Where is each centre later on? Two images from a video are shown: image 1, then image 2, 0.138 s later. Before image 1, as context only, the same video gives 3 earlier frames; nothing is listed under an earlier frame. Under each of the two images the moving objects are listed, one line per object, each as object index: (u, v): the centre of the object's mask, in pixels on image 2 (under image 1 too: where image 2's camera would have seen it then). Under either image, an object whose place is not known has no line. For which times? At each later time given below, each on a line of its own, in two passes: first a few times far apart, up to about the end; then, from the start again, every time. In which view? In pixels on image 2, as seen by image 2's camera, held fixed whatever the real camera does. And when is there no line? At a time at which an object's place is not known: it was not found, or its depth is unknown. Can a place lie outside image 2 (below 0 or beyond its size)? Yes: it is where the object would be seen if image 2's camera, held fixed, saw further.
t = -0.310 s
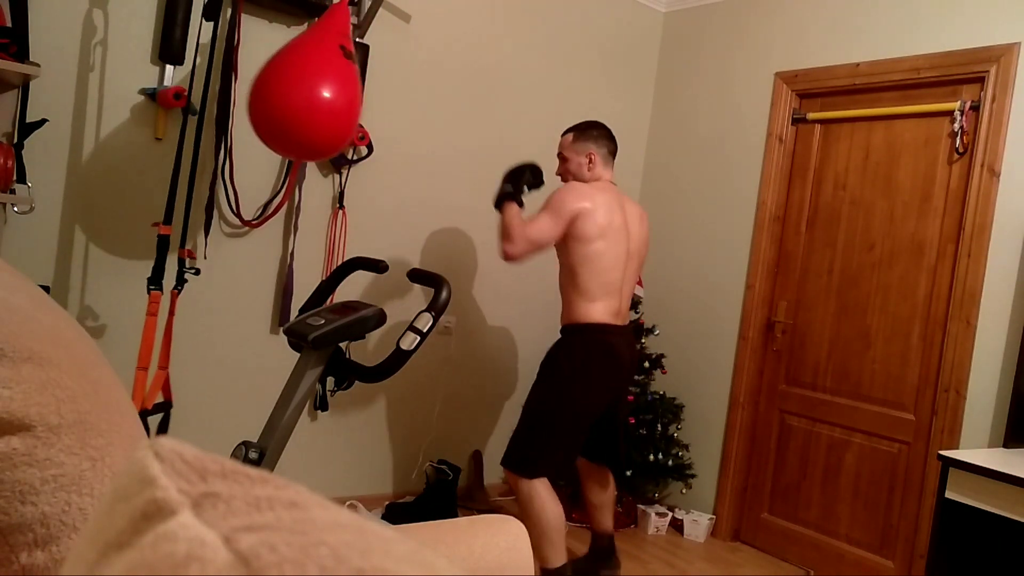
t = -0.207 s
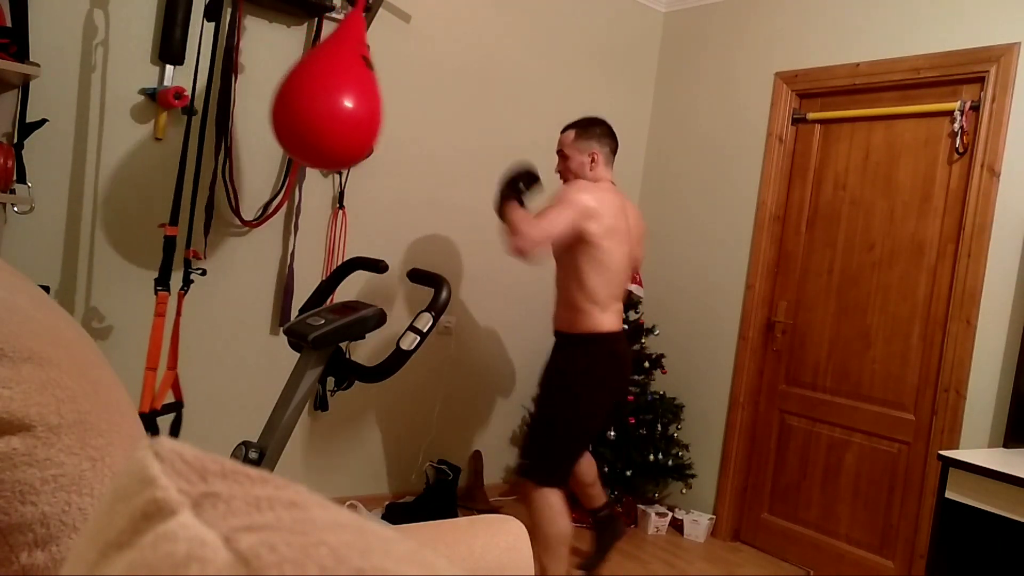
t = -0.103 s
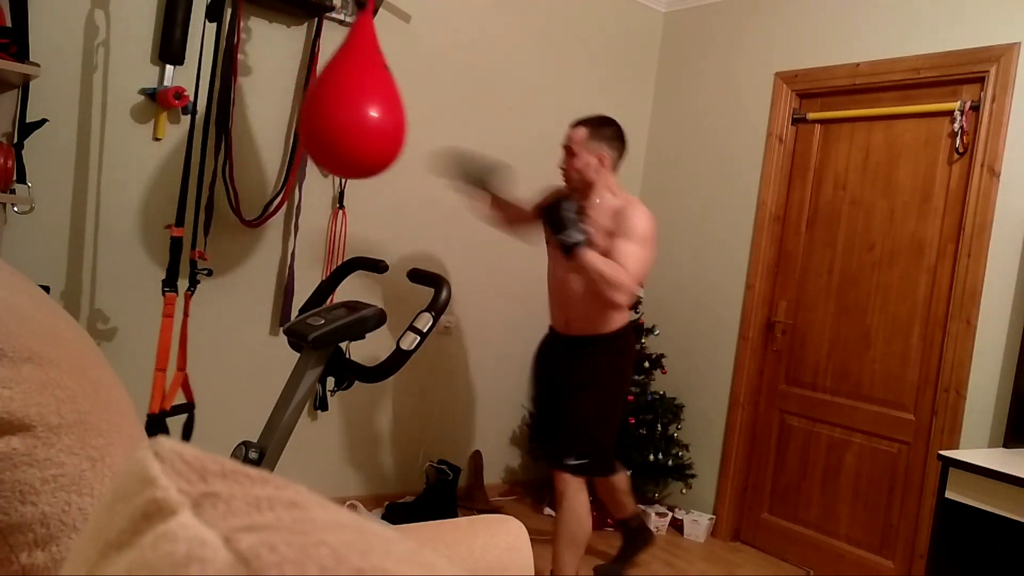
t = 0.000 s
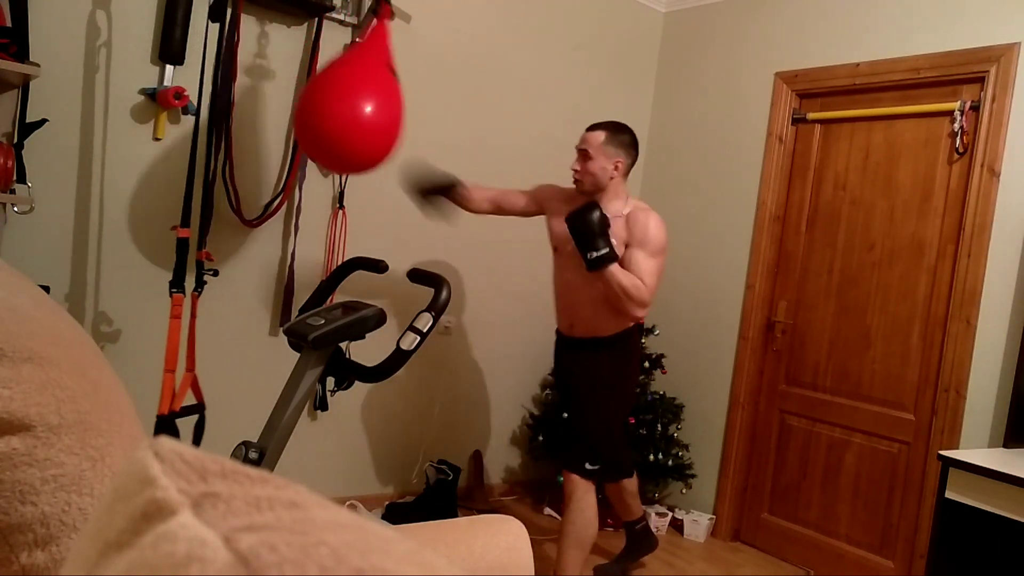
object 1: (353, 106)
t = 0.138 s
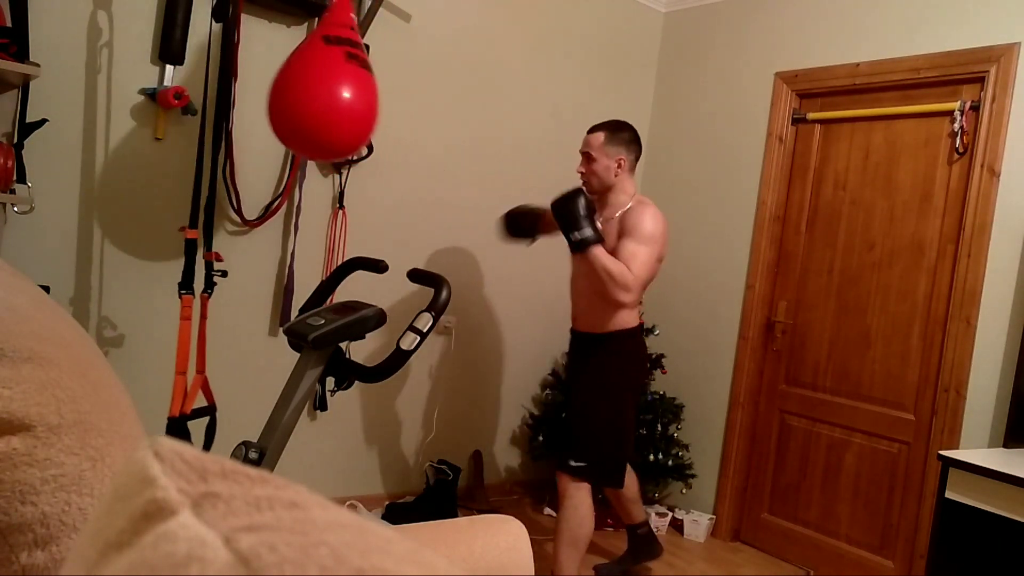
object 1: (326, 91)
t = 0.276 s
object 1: (306, 89)
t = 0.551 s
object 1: (315, 99)
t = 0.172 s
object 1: (317, 92)
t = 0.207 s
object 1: (312, 92)
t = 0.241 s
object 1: (307, 90)
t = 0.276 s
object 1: (306, 89)
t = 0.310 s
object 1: (307, 88)
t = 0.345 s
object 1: (307, 89)
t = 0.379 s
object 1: (307, 89)
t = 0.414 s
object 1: (305, 91)
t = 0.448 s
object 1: (306, 93)
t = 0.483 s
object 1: (308, 95)
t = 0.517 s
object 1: (312, 97)
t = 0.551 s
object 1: (315, 99)
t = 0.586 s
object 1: (317, 101)
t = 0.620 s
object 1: (321, 102)
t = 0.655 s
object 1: (326, 105)
